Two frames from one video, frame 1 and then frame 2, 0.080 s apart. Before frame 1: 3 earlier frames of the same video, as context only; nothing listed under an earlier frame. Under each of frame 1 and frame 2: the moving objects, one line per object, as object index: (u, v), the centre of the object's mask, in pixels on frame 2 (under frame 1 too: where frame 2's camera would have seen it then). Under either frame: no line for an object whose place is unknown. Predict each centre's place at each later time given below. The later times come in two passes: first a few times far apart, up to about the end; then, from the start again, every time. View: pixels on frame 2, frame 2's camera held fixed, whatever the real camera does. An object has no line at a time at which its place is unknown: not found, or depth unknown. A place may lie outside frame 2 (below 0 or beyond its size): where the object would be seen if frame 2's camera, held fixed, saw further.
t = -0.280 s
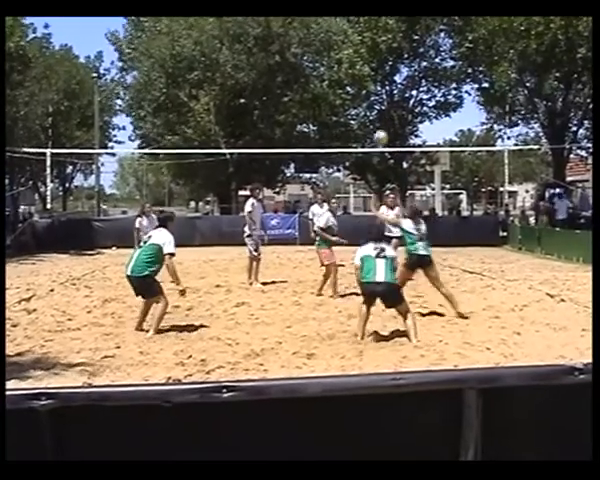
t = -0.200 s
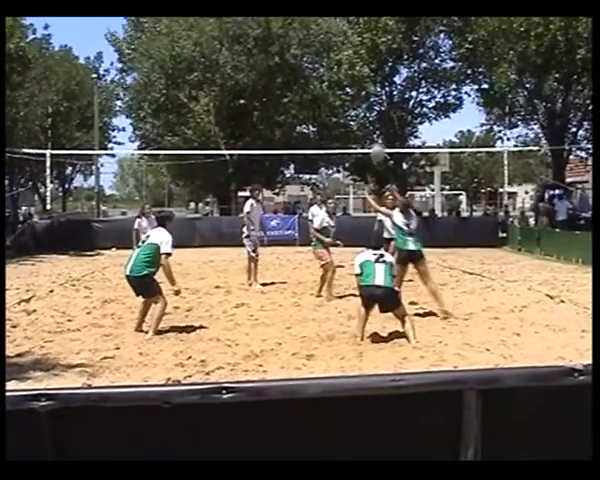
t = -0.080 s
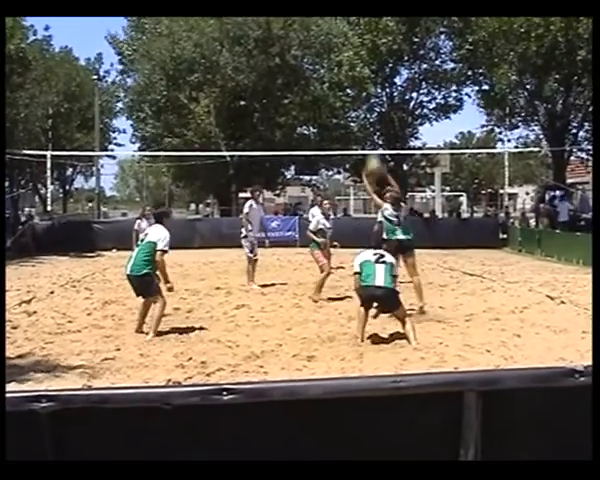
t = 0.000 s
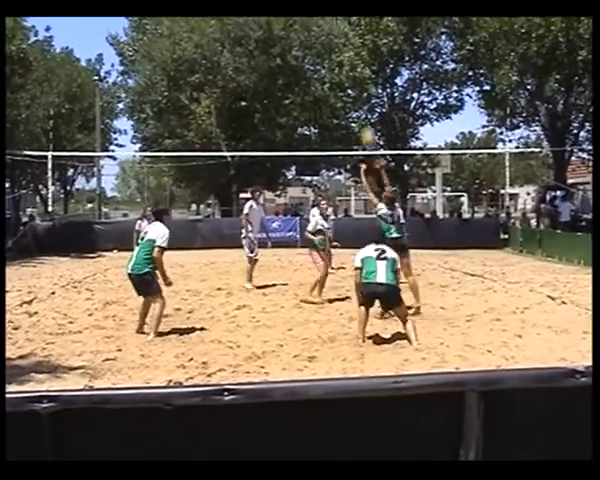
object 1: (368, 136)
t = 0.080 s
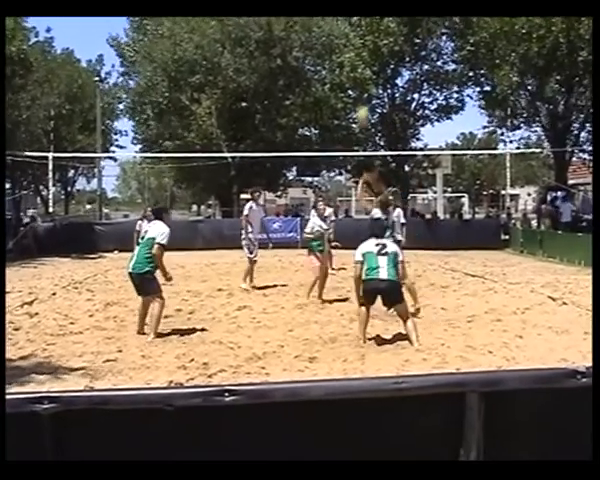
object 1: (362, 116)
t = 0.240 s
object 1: (351, 85)
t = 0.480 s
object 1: (335, 75)
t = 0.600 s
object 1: (327, 85)
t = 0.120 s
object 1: (359, 104)
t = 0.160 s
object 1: (357, 97)
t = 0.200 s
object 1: (353, 90)
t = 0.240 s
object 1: (351, 85)
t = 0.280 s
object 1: (349, 81)
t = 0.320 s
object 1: (346, 77)
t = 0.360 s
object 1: (343, 76)
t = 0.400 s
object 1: (340, 74)
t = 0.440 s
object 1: (338, 74)
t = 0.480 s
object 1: (335, 75)
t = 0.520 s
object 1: (332, 77)
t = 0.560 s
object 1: (330, 80)
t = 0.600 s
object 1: (327, 85)
